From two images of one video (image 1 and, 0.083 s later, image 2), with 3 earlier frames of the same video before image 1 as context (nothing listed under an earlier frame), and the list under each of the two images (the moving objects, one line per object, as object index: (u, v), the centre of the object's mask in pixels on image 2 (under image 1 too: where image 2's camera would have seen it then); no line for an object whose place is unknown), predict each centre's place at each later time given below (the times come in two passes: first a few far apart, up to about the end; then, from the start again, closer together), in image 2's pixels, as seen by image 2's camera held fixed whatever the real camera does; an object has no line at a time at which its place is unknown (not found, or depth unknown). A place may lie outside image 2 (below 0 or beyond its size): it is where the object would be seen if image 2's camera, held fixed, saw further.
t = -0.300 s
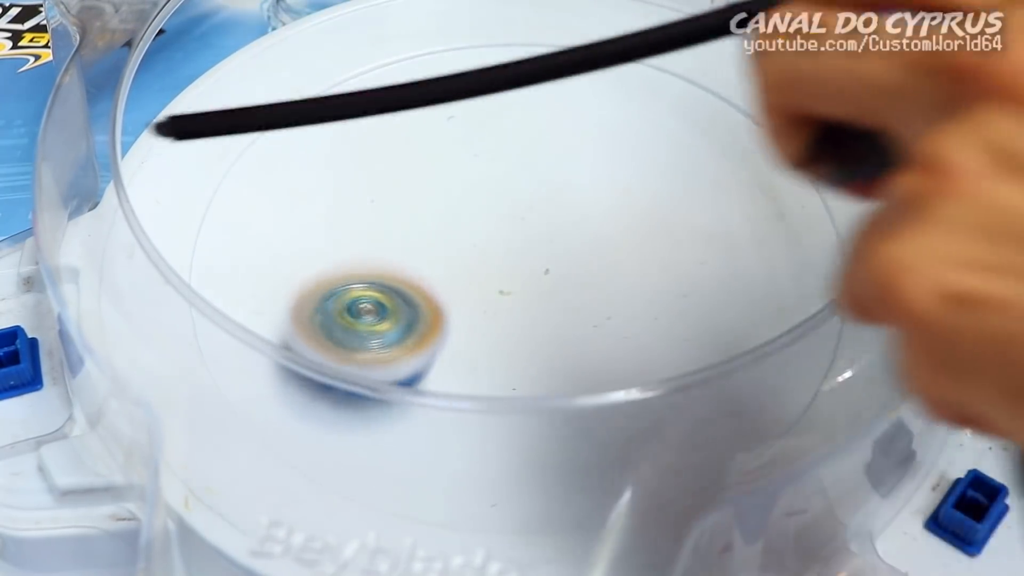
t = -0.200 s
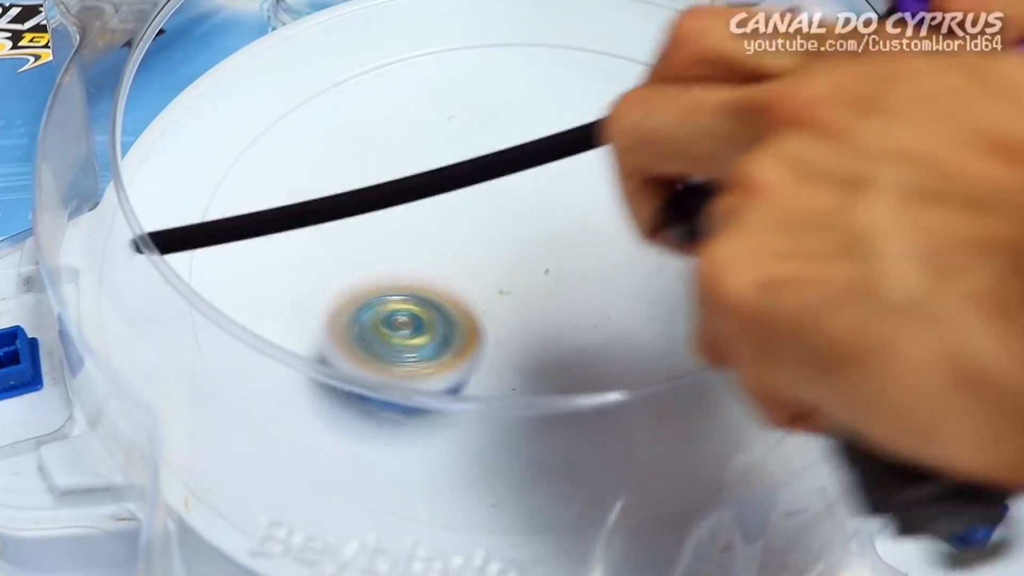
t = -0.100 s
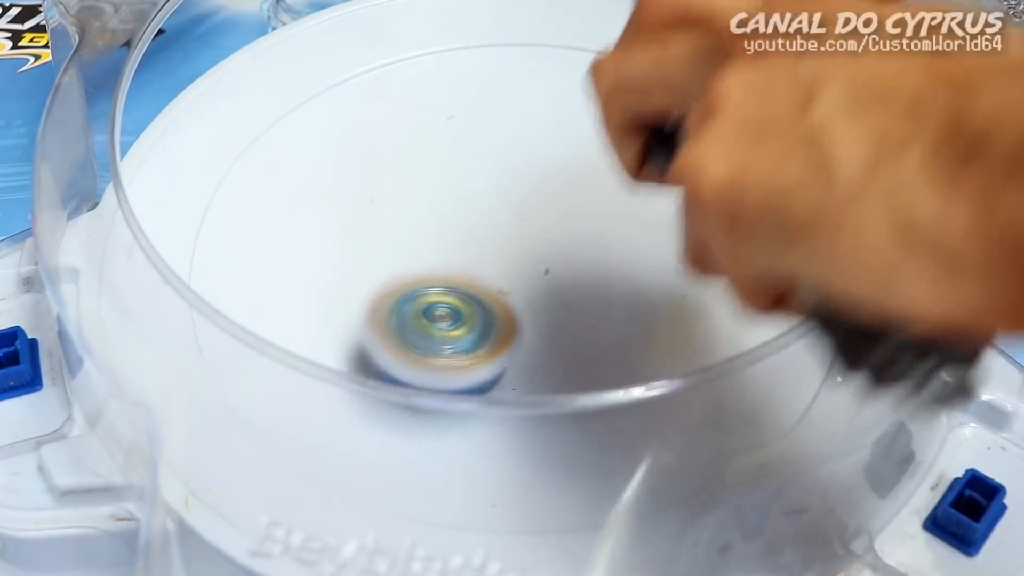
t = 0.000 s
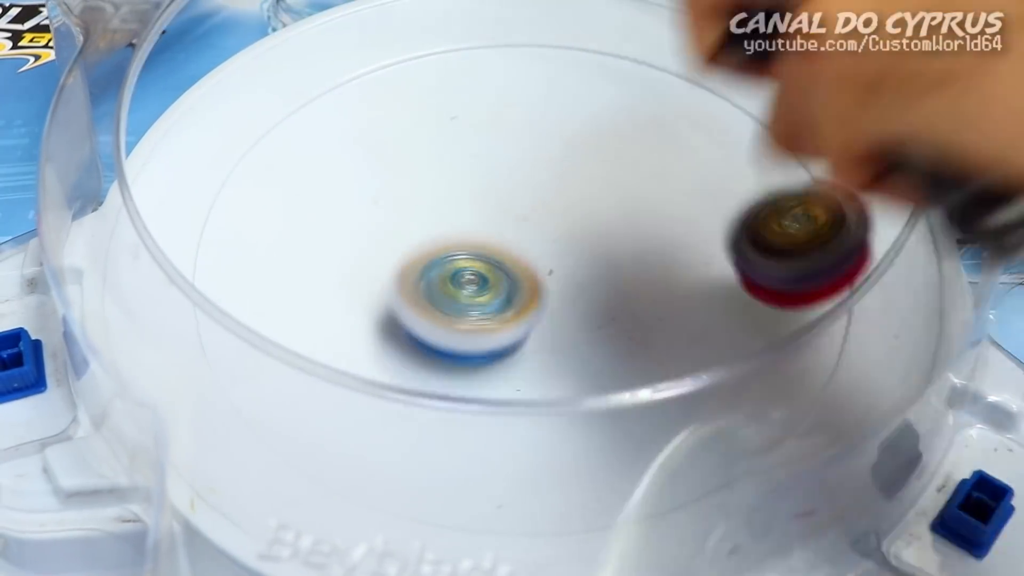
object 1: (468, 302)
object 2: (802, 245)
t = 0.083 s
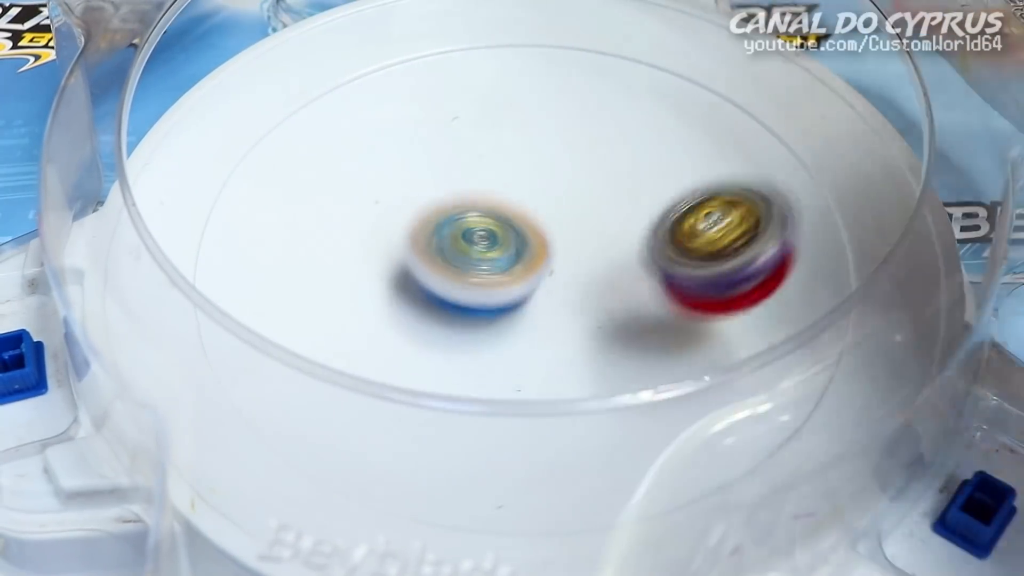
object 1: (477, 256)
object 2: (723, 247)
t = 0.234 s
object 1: (441, 166)
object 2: (515, 339)
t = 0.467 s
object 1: (372, 145)
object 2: (313, 311)
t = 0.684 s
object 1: (341, 230)
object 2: (412, 343)
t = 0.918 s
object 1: (509, 247)
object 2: (698, 393)
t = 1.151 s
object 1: (617, 113)
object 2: (797, 272)
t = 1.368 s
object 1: (503, 37)
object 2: (514, 208)
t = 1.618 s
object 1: (308, 129)
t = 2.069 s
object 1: (671, 170)
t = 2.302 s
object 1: (568, 33)
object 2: (631, 139)
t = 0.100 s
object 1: (477, 246)
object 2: (701, 267)
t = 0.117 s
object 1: (475, 237)
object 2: (679, 289)
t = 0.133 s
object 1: (471, 224)
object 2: (656, 317)
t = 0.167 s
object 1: (462, 204)
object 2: (612, 321)
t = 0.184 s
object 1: (458, 194)
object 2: (587, 321)
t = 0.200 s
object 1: (452, 184)
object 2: (560, 327)
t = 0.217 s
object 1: (446, 175)
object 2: (536, 337)
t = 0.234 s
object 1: (441, 166)
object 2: (515, 339)
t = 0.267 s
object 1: (432, 152)
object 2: (471, 334)
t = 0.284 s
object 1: (427, 148)
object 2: (451, 336)
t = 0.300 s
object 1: (423, 144)
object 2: (431, 336)
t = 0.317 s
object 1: (417, 140)
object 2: (413, 332)
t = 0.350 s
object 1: (407, 135)
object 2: (380, 328)
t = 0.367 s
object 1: (402, 134)
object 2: (367, 326)
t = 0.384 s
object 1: (397, 133)
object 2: (353, 321)
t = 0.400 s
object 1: (392, 135)
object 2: (342, 319)
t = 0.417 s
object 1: (387, 134)
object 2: (332, 316)
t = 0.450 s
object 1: (377, 141)
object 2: (318, 312)
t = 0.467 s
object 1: (372, 145)
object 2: (313, 311)
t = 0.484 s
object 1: (367, 149)
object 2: (311, 310)
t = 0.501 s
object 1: (360, 154)
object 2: (310, 310)
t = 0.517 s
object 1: (355, 159)
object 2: (310, 311)
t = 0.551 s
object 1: (344, 173)
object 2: (317, 315)
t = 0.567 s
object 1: (340, 180)
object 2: (324, 318)
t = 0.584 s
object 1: (336, 186)
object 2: (332, 321)
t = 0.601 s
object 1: (333, 193)
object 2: (342, 324)
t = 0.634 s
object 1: (332, 208)
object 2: (366, 333)
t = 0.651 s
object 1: (333, 215)
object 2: (381, 335)
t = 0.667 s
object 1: (336, 222)
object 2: (396, 340)
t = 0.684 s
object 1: (341, 230)
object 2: (412, 343)
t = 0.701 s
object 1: (346, 235)
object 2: (429, 347)
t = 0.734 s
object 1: (361, 245)
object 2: (467, 354)
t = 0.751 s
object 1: (370, 249)
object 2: (485, 357)
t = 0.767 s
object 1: (381, 254)
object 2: (505, 358)
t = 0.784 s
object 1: (392, 258)
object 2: (524, 374)
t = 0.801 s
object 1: (405, 261)
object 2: (543, 379)
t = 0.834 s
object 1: (431, 263)
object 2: (585, 387)
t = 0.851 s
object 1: (446, 264)
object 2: (606, 390)
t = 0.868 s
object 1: (461, 262)
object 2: (627, 391)
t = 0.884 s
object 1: (475, 258)
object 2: (649, 389)
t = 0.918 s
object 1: (509, 247)
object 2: (698, 393)
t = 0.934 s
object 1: (523, 241)
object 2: (718, 387)
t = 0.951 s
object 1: (537, 233)
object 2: (736, 381)
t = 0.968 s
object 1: (551, 222)
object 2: (755, 377)
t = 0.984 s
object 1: (564, 211)
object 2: (769, 375)
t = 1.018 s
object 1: (584, 191)
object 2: (802, 369)
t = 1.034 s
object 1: (594, 178)
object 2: (813, 367)
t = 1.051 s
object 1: (600, 167)
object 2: (821, 358)
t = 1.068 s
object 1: (606, 159)
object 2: (821, 347)
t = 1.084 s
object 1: (611, 148)
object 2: (819, 334)
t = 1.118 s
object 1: (617, 129)
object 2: (812, 304)
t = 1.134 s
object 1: (618, 120)
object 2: (798, 282)
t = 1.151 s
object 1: (617, 113)
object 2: (797, 272)
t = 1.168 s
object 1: (615, 106)
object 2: (788, 260)
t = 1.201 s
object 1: (608, 93)
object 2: (757, 231)
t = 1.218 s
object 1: (602, 87)
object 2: (738, 217)
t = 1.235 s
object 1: (595, 82)
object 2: (716, 205)
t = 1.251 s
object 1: (587, 77)
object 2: (690, 195)
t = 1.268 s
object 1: (578, 75)
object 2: (666, 186)
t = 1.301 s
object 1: (559, 68)
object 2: (610, 175)
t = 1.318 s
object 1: (545, 55)
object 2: (587, 180)
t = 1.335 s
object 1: (532, 45)
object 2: (564, 188)
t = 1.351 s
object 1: (518, 41)
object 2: (540, 201)
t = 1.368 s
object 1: (503, 37)
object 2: (514, 208)
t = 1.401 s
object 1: (472, 30)
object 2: (460, 225)
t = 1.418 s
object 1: (456, 30)
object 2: (435, 233)
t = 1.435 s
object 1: (442, 33)
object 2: (410, 242)
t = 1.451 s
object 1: (426, 39)
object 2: (386, 252)
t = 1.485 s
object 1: (397, 46)
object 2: (344, 274)
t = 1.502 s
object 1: (384, 51)
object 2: (325, 286)
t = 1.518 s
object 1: (371, 57)
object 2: (310, 295)
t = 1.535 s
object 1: (358, 66)
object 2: (300, 303)
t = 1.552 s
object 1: (345, 75)
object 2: (282, 326)
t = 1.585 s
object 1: (324, 98)
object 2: (262, 361)
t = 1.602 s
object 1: (313, 114)
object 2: (259, 378)
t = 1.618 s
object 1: (308, 129)
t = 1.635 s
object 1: (305, 148)
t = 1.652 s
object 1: (304, 169)
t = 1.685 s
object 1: (314, 213)
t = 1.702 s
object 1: (323, 231)
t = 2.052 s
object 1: (666, 188)
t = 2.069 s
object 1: (671, 170)
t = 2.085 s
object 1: (674, 153)
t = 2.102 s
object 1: (675, 138)
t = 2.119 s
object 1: (675, 121)
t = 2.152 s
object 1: (669, 89)
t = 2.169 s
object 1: (664, 77)
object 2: (810, 234)
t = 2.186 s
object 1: (656, 64)
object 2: (793, 220)
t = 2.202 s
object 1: (646, 54)
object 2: (773, 205)
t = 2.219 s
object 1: (636, 47)
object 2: (752, 192)
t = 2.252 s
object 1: (612, 38)
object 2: (710, 168)
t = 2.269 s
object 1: (599, 35)
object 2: (683, 158)
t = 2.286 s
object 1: (585, 33)
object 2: (655, 148)
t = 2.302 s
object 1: (568, 33)
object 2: (631, 139)
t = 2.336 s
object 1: (533, 33)
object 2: (572, 129)
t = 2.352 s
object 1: (518, 23)
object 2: (546, 138)
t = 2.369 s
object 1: (499, 17)
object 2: (520, 148)
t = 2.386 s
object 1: (483, 12)
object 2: (491, 163)
